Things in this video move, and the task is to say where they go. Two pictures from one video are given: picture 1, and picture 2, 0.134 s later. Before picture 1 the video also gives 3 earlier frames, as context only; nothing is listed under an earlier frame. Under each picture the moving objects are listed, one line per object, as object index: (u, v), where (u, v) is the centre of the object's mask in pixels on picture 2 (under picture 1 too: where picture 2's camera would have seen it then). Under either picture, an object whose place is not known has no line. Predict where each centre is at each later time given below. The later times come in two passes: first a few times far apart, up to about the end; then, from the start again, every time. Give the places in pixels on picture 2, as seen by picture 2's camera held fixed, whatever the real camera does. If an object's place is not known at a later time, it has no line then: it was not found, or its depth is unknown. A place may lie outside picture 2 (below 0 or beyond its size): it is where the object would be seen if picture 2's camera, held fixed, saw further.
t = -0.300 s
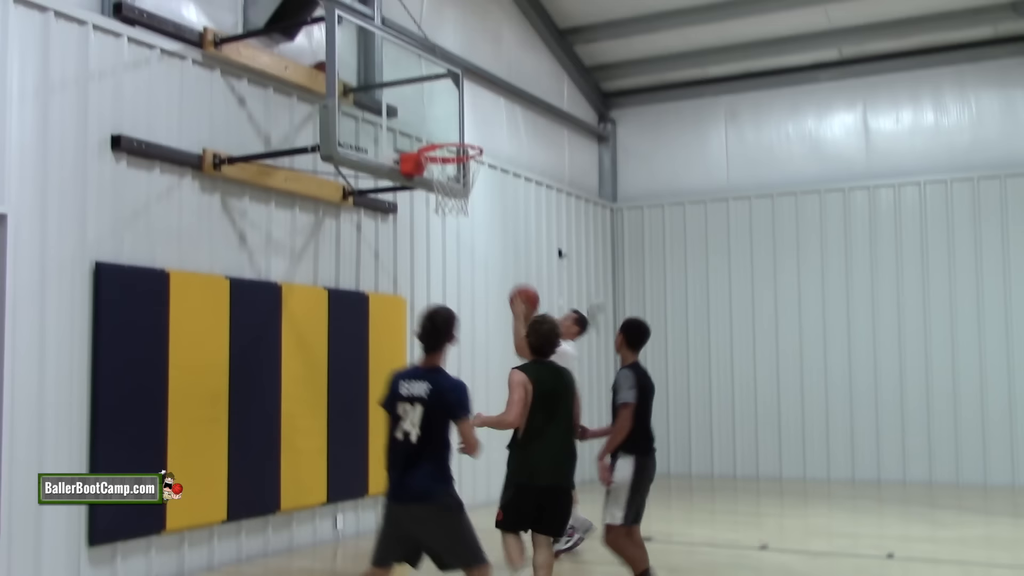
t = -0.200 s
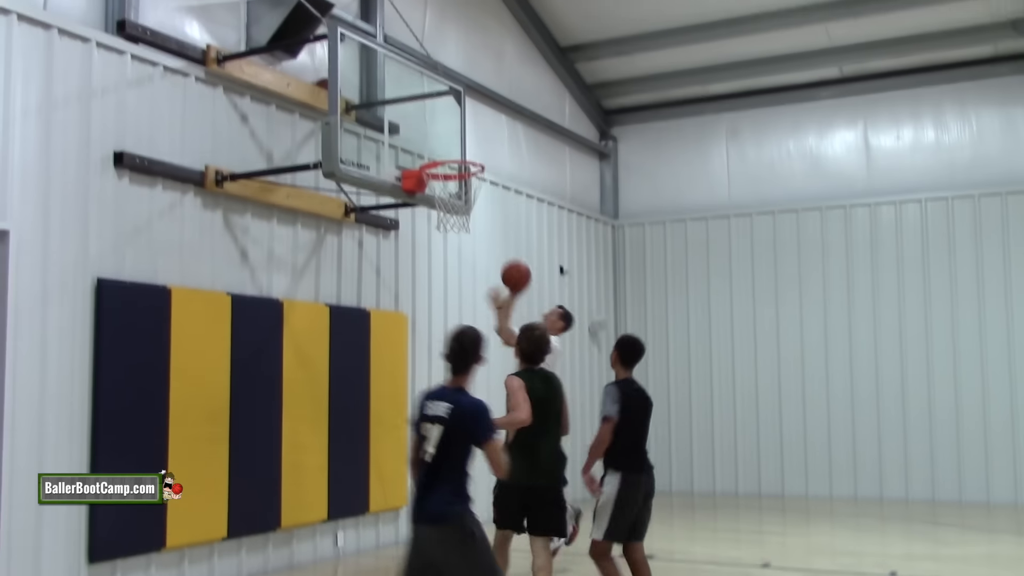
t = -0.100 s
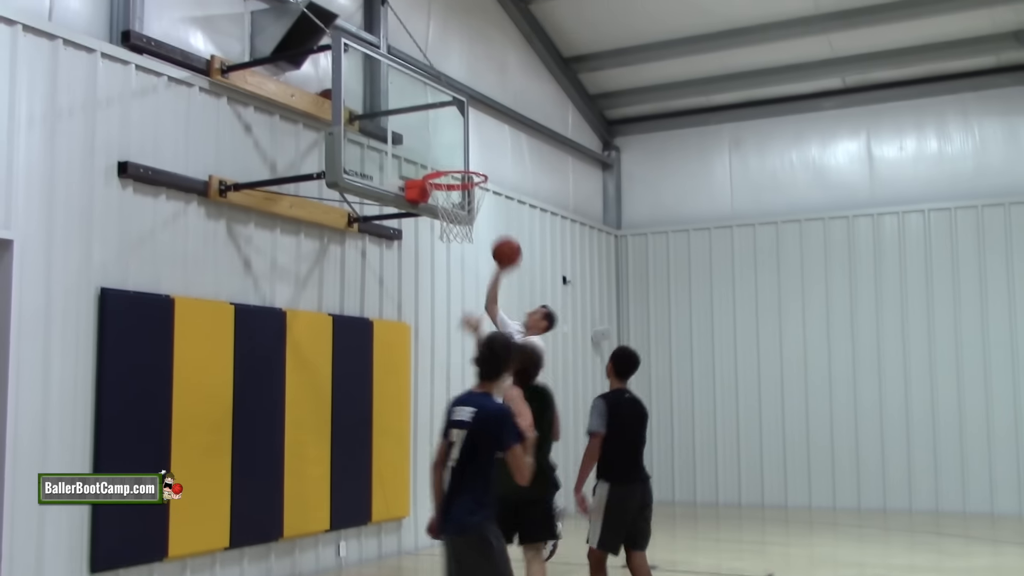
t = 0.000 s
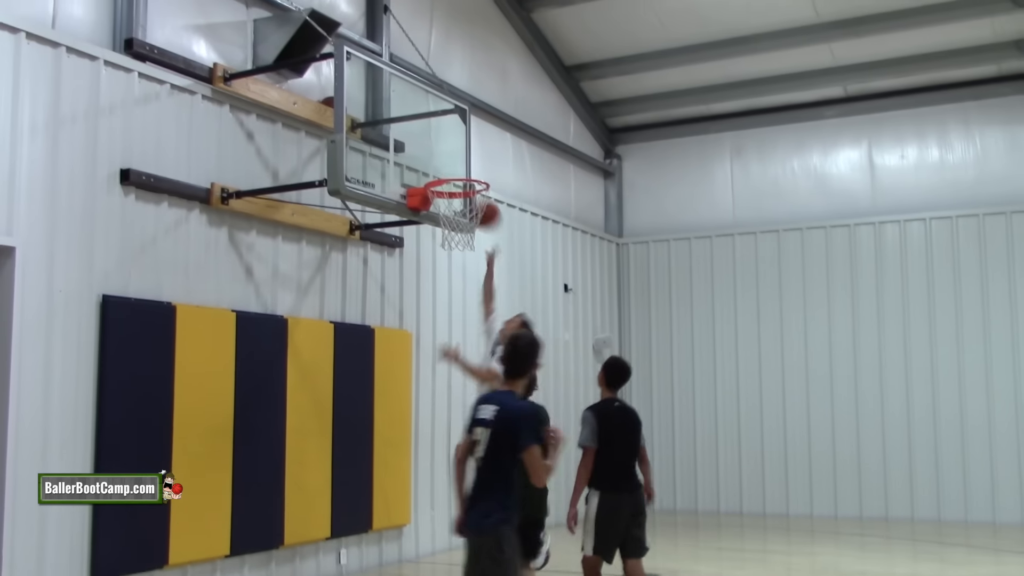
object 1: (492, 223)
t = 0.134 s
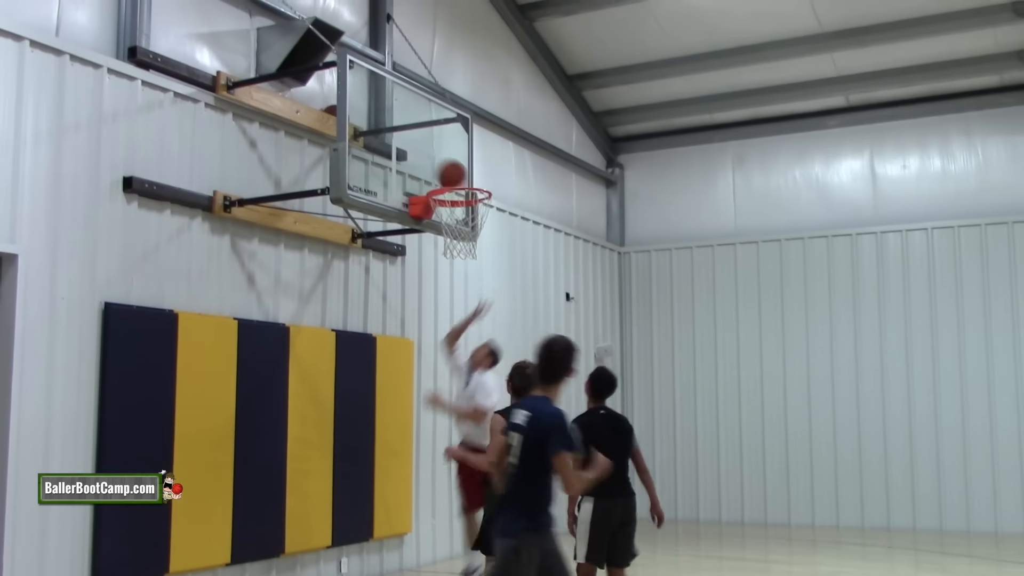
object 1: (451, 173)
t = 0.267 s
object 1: (451, 159)
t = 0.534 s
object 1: (466, 198)
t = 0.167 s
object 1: (444, 166)
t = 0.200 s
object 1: (445, 163)
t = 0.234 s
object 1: (447, 160)
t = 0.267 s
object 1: (451, 159)
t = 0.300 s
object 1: (453, 159)
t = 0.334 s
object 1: (456, 161)
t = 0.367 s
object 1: (459, 163)
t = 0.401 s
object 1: (462, 167)
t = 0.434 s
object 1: (465, 173)
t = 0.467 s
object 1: (469, 177)
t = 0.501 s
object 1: (472, 181)
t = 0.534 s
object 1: (466, 198)
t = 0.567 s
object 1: (462, 204)
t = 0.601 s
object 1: (457, 215)
